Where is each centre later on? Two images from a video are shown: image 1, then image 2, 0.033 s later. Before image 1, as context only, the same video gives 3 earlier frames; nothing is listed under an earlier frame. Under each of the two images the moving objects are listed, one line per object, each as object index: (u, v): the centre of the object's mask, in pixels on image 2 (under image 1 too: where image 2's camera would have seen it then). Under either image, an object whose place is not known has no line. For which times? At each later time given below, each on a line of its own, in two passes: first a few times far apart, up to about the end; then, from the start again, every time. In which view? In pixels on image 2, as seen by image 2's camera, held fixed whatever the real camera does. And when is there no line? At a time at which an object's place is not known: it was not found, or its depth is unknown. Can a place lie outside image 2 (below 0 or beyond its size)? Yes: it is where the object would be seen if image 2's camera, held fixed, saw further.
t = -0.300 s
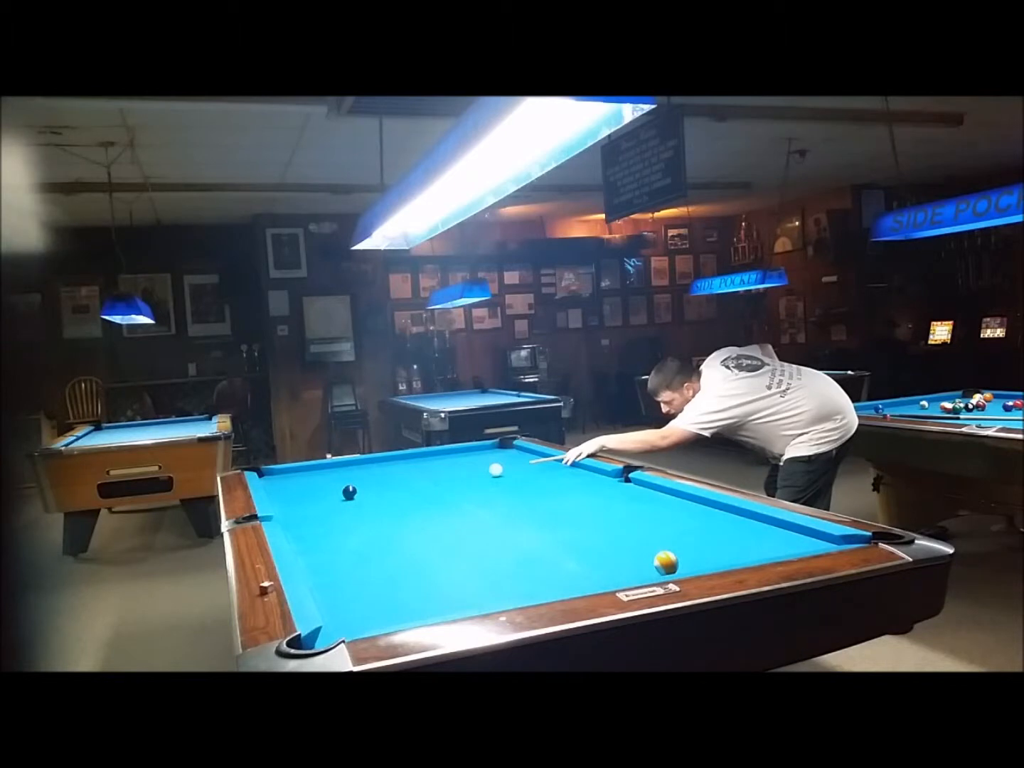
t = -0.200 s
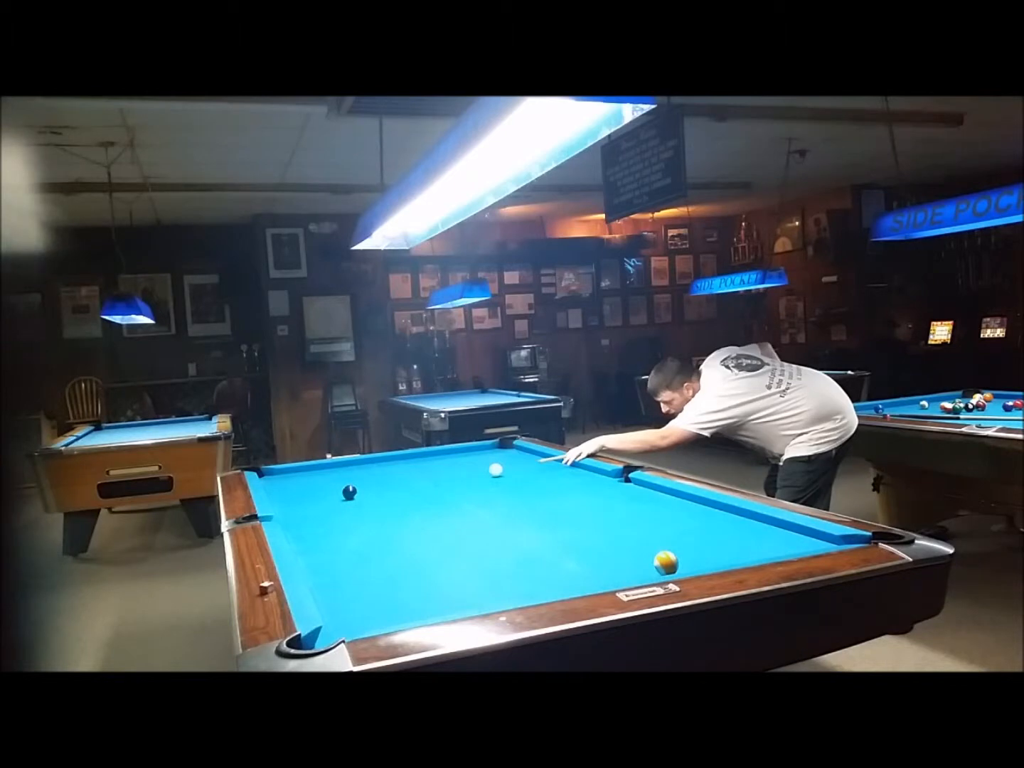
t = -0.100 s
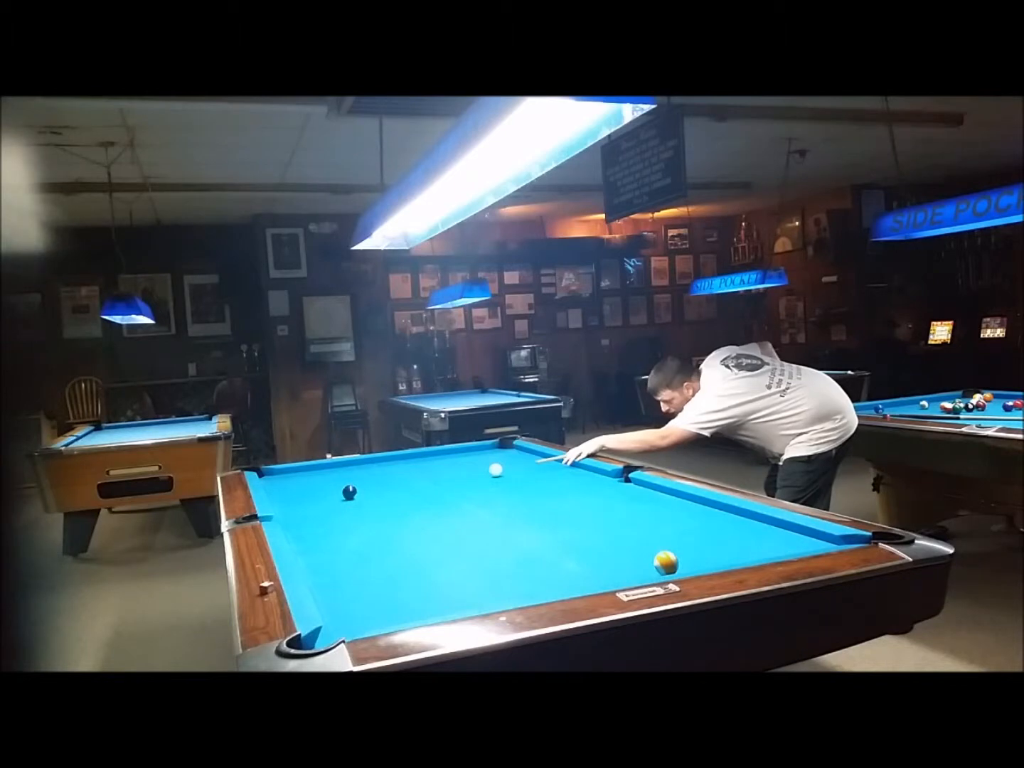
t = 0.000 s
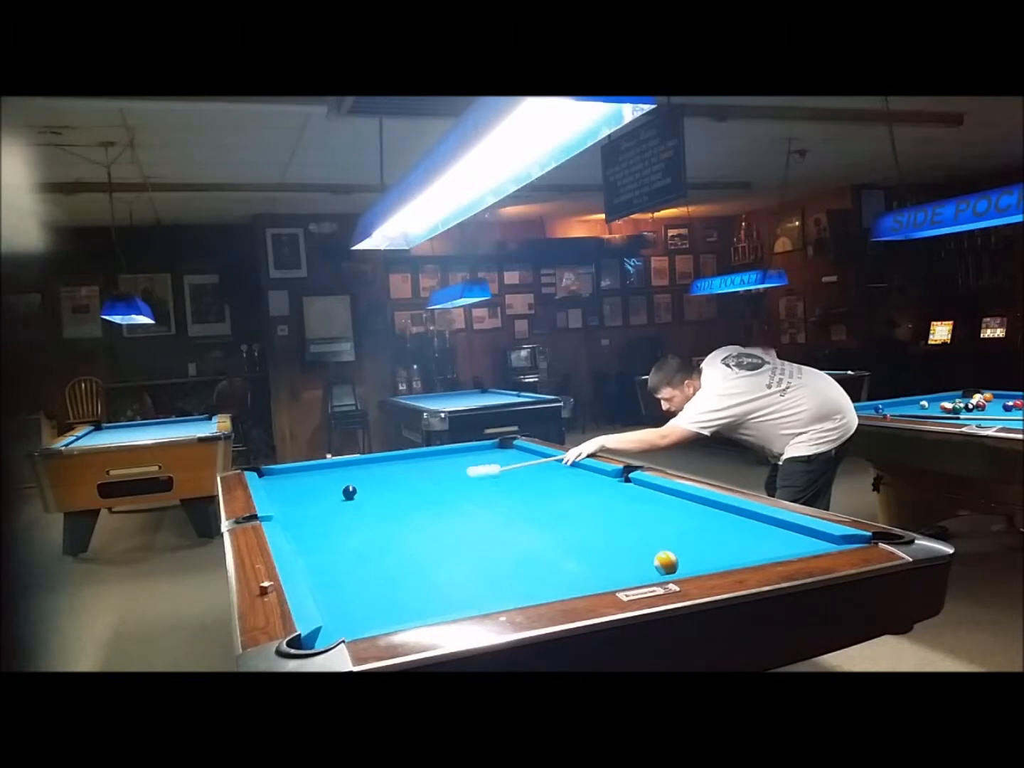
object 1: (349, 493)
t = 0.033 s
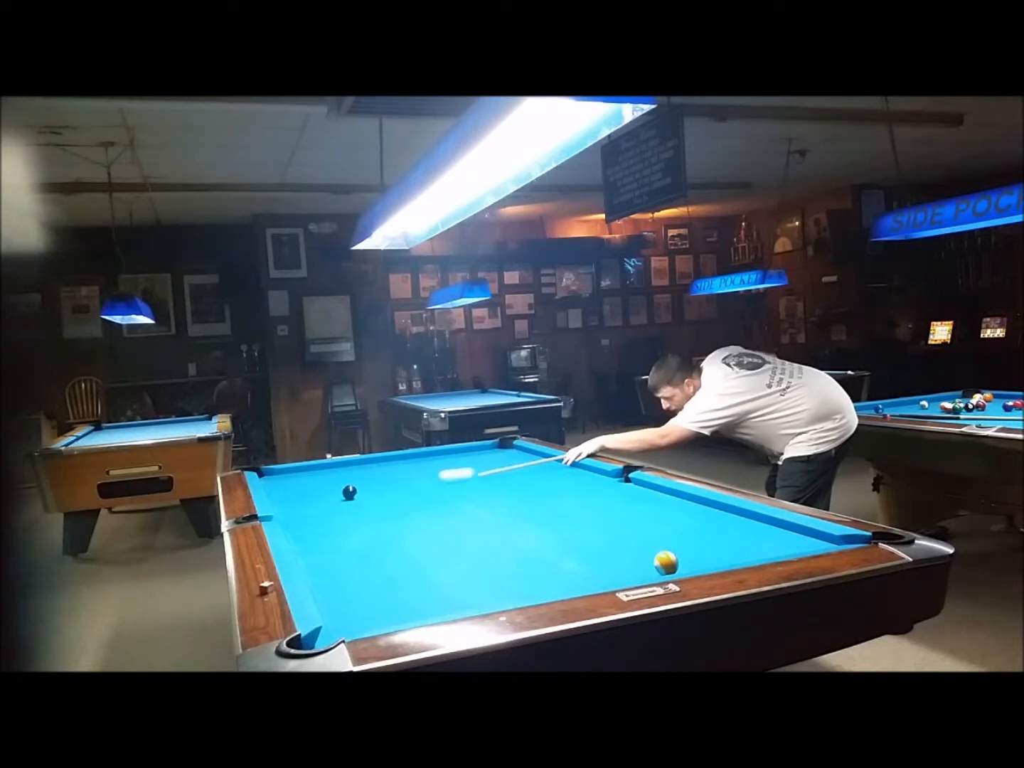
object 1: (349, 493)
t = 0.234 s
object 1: (320, 502)
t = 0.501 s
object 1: (323, 514)
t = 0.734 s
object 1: (378, 514)
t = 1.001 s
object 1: (441, 515)
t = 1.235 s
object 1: (497, 516)
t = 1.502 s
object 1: (564, 516)
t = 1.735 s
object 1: (624, 517)
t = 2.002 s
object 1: (697, 519)
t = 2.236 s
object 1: (761, 520)
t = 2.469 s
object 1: (759, 528)
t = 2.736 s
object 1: (752, 536)
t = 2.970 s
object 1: (746, 544)
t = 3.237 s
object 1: (739, 552)
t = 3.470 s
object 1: (732, 556)
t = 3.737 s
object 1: (719, 560)
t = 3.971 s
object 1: (704, 561)
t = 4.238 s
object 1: (690, 562)
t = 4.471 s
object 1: (689, 562)
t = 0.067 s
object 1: (349, 492)
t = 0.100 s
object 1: (349, 492)
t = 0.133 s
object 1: (349, 492)
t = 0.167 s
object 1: (342, 494)
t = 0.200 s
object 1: (330, 499)
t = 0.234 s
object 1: (320, 502)
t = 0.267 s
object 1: (308, 506)
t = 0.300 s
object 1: (295, 510)
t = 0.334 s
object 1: (284, 514)
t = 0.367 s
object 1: (289, 514)
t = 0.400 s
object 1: (299, 514)
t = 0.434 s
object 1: (308, 515)
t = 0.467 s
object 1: (316, 515)
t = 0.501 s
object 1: (323, 514)
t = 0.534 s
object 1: (331, 515)
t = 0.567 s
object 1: (339, 515)
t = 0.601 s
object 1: (347, 515)
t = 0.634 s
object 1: (354, 514)
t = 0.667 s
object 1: (362, 514)
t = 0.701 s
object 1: (370, 514)
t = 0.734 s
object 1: (378, 514)
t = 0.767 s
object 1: (385, 514)
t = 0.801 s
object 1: (393, 514)
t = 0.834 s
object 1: (402, 515)
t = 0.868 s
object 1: (409, 515)
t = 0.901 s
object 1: (417, 515)
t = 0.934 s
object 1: (425, 515)
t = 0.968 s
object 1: (433, 515)
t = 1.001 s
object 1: (441, 515)
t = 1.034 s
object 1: (449, 515)
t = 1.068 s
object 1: (457, 515)
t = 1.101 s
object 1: (465, 515)
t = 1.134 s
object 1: (473, 515)
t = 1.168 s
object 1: (482, 515)
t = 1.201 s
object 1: (490, 515)
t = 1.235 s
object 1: (497, 516)
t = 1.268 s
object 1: (506, 515)
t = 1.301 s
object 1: (514, 516)
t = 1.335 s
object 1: (523, 516)
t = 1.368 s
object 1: (530, 516)
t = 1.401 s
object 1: (539, 516)
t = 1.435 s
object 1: (548, 516)
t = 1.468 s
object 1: (557, 516)
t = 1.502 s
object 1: (564, 516)
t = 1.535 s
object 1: (573, 517)
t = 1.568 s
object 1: (580, 517)
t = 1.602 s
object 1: (590, 516)
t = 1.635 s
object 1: (599, 517)
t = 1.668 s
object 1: (608, 518)
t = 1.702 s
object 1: (616, 517)
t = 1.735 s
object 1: (624, 517)
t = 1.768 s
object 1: (633, 517)
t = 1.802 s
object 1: (642, 518)
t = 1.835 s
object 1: (651, 518)
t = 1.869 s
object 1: (660, 518)
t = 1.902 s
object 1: (669, 518)
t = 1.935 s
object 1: (677, 518)
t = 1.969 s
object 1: (687, 518)
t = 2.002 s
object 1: (697, 519)
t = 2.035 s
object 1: (705, 520)
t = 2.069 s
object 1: (714, 520)
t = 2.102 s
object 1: (722, 520)
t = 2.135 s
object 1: (733, 520)
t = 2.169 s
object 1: (742, 520)
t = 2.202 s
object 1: (752, 520)
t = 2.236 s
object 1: (761, 520)
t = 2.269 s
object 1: (764, 521)
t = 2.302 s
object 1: (763, 522)
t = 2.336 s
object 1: (763, 523)
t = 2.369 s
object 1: (762, 524)
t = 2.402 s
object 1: (761, 525)
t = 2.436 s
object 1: (760, 526)
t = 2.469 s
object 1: (759, 528)
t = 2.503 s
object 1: (759, 529)
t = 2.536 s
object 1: (757, 530)
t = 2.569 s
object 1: (756, 531)
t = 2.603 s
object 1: (756, 532)
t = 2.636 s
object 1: (755, 533)
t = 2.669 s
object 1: (754, 533)
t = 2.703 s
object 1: (753, 535)
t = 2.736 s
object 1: (752, 536)
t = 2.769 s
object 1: (751, 537)
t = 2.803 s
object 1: (751, 538)
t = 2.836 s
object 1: (750, 540)
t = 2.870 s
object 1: (749, 541)
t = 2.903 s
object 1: (748, 542)
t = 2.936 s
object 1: (747, 543)
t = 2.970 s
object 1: (746, 544)
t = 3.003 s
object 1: (745, 545)
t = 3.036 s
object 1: (744, 546)
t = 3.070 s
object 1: (744, 547)
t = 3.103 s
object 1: (743, 548)
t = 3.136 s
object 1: (742, 549)
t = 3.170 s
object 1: (741, 550)
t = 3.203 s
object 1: (740, 551)
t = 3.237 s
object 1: (739, 552)
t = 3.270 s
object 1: (738, 552)
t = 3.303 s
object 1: (737, 553)
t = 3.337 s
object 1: (736, 554)
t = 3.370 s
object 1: (735, 554)
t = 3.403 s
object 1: (734, 555)
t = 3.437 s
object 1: (733, 556)
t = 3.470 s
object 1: (732, 556)
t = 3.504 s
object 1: (731, 557)
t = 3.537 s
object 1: (730, 558)
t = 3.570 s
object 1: (729, 558)
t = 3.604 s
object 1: (728, 559)
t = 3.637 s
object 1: (727, 559)
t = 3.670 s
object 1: (724, 559)
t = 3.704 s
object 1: (722, 560)
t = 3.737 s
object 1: (719, 560)
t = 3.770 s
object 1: (717, 560)
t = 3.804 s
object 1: (715, 560)
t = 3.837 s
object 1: (712, 560)
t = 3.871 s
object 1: (710, 560)
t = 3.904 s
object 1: (708, 561)
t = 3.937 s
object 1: (706, 561)
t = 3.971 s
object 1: (704, 561)
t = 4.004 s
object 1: (701, 561)
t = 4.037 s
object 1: (700, 561)
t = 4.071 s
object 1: (698, 561)
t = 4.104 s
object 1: (696, 562)
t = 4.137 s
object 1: (694, 562)
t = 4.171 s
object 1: (692, 562)
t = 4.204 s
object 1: (690, 562)
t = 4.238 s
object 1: (690, 562)
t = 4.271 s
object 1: (690, 562)
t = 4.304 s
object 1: (690, 562)
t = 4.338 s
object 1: (690, 562)
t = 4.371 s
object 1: (689, 562)
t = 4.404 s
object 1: (689, 562)
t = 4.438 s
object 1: (689, 562)
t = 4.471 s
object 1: (689, 562)
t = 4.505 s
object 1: (689, 562)
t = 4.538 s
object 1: (689, 562)
